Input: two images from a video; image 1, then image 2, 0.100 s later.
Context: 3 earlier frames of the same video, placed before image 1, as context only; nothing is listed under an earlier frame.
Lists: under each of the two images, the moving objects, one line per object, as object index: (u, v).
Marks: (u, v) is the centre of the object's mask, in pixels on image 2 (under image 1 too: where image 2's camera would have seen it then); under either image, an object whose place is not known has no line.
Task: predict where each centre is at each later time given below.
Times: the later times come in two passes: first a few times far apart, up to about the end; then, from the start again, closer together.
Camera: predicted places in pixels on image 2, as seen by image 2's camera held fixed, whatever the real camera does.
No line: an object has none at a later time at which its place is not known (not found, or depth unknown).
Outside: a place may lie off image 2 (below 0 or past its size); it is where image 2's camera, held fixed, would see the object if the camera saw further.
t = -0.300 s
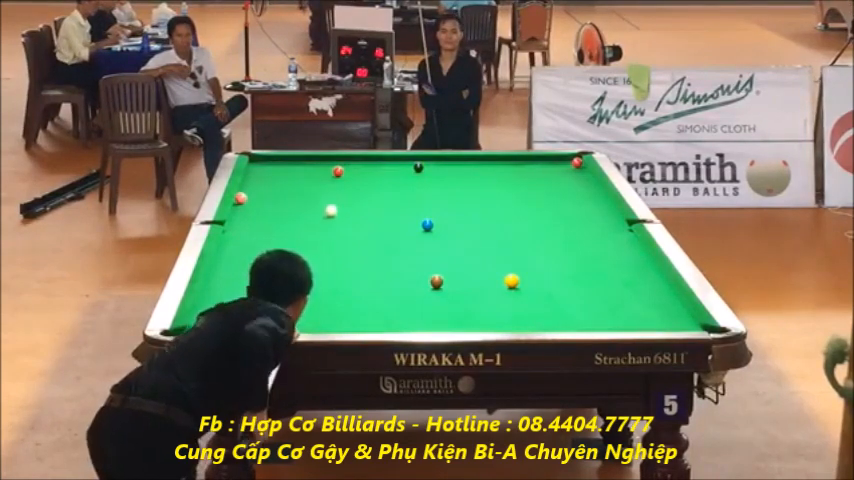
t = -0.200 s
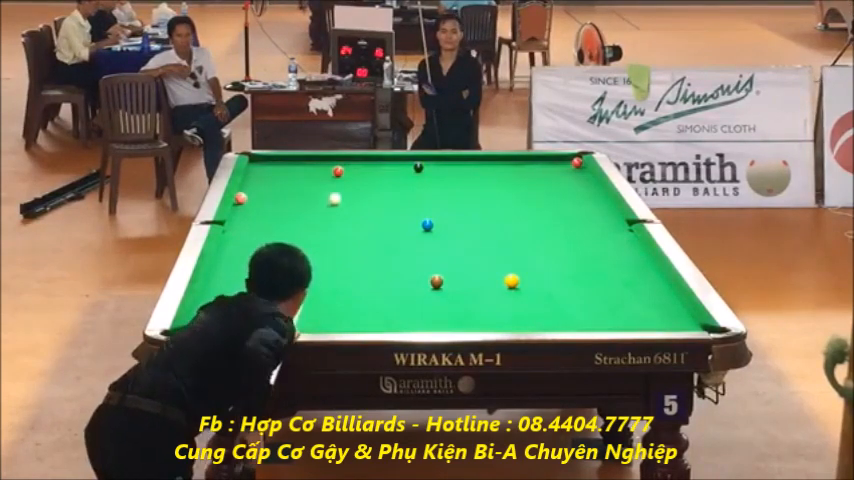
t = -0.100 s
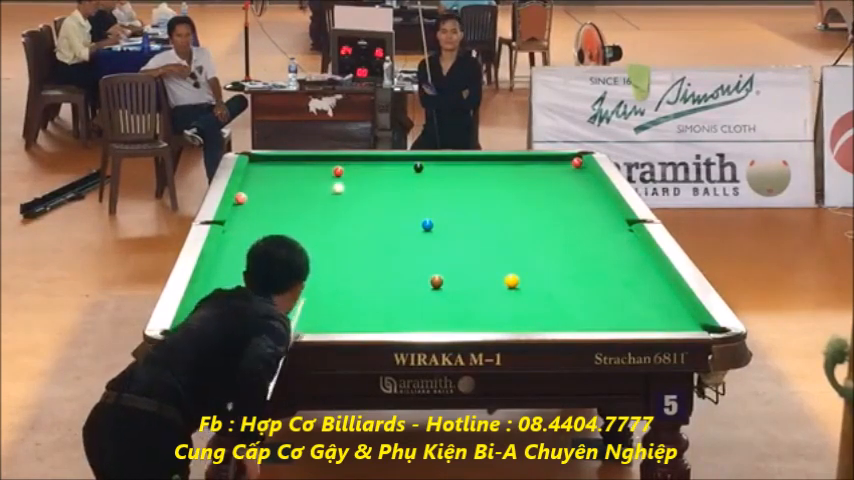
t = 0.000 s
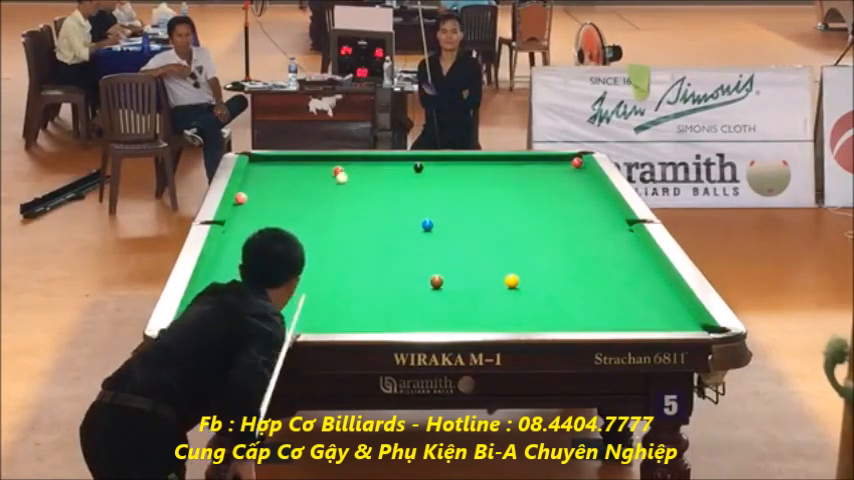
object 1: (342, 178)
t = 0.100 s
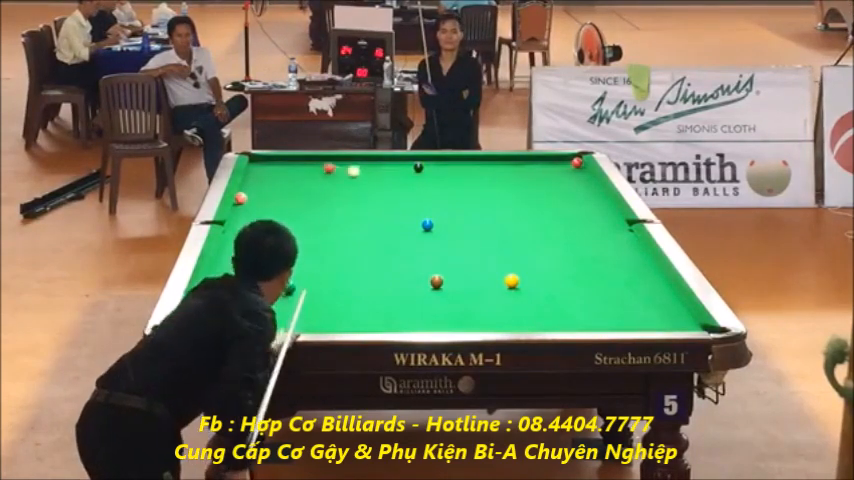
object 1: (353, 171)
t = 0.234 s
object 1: (379, 167)
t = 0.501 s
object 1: (421, 157)
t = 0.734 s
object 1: (452, 163)
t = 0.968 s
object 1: (481, 167)
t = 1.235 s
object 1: (516, 174)
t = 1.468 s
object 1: (546, 179)
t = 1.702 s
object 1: (577, 184)
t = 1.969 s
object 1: (590, 190)
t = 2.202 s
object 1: (575, 194)
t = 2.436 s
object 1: (561, 198)
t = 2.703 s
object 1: (546, 203)
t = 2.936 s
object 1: (532, 207)
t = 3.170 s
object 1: (519, 211)
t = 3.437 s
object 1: (505, 215)
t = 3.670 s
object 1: (493, 219)
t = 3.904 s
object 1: (482, 222)
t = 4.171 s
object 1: (469, 226)
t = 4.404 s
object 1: (459, 228)
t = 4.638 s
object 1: (450, 231)
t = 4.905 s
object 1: (440, 234)
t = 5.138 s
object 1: (432, 237)
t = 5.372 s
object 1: (423, 239)
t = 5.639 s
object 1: (415, 240)
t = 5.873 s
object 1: (409, 242)
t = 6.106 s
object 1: (404, 243)
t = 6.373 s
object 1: (400, 244)
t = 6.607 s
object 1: (396, 245)
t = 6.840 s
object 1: (393, 245)
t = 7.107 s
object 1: (392, 245)
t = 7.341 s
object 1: (392, 245)
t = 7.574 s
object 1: (392, 245)
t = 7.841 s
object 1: (392, 245)
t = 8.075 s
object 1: (391, 245)
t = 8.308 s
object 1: (391, 245)
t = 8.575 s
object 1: (391, 246)
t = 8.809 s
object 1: (392, 245)
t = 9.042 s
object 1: (392, 245)
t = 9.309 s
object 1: (392, 245)
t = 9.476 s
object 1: (392, 245)
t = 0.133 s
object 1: (360, 170)
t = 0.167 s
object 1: (367, 169)
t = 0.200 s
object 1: (373, 168)
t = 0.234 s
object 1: (379, 167)
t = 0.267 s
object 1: (385, 166)
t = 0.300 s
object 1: (390, 164)
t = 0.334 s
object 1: (396, 163)
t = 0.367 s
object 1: (401, 162)
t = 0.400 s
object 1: (407, 160)
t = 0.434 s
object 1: (412, 158)
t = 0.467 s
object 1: (417, 158)
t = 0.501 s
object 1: (421, 157)
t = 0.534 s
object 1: (426, 158)
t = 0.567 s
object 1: (430, 159)
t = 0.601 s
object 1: (435, 160)
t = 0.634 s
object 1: (439, 160)
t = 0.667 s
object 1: (443, 161)
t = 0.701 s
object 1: (447, 162)
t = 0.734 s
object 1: (452, 163)
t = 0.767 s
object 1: (456, 163)
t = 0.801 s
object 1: (460, 164)
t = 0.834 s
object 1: (464, 165)
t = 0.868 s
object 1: (469, 165)
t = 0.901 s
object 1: (473, 166)
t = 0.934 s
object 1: (477, 167)
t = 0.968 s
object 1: (481, 167)
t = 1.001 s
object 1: (486, 169)
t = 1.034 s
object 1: (490, 169)
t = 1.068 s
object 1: (494, 170)
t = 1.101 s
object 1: (499, 171)
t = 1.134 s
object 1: (503, 172)
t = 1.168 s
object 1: (507, 172)
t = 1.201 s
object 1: (512, 173)
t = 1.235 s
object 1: (516, 174)
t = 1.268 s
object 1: (520, 175)
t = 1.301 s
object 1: (525, 175)
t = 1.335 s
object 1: (529, 176)
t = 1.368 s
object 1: (533, 177)
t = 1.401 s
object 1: (537, 177)
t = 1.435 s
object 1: (542, 179)
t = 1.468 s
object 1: (546, 179)
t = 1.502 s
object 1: (551, 180)
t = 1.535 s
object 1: (555, 181)
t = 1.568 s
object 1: (559, 181)
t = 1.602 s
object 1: (563, 182)
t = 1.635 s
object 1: (568, 183)
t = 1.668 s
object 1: (572, 184)
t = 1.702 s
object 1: (577, 184)
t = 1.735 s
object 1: (581, 185)
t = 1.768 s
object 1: (585, 186)
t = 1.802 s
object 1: (590, 187)
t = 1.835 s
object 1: (594, 187)
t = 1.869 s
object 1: (597, 188)
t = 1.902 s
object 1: (594, 189)
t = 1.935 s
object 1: (592, 189)
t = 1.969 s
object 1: (590, 190)
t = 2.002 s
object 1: (588, 191)
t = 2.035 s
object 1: (585, 191)
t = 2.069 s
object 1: (584, 192)
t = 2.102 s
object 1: (581, 192)
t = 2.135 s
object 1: (579, 193)
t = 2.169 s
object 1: (577, 193)
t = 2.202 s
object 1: (575, 194)
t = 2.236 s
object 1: (573, 195)
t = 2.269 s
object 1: (571, 195)
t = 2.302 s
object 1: (569, 196)
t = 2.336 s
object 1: (567, 197)
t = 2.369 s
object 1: (565, 197)
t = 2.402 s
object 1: (563, 198)
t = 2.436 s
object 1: (561, 198)
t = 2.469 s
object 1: (559, 199)
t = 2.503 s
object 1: (557, 200)
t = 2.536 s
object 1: (555, 200)
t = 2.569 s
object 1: (553, 201)
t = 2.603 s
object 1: (551, 201)
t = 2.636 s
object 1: (549, 202)
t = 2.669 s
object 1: (547, 202)
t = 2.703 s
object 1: (546, 203)
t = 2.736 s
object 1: (543, 203)
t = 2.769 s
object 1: (542, 204)
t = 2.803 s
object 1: (540, 205)
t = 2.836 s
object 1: (538, 205)
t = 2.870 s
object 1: (536, 206)
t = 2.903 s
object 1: (534, 206)
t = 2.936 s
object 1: (532, 207)
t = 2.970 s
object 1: (530, 207)
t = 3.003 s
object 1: (528, 208)
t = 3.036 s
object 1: (527, 208)
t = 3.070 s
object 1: (525, 209)
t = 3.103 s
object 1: (523, 209)
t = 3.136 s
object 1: (521, 210)
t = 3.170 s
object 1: (519, 211)
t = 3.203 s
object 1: (517, 211)
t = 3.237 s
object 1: (515, 212)
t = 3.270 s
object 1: (514, 212)
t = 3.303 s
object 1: (512, 213)
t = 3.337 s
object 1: (510, 213)
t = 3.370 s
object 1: (509, 214)
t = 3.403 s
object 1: (507, 214)
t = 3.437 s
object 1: (505, 215)
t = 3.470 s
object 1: (503, 215)
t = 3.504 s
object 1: (502, 216)
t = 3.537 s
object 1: (500, 216)
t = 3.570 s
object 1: (498, 217)
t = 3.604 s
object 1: (497, 218)
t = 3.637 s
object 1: (495, 218)
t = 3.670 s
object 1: (493, 219)
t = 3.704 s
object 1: (492, 219)
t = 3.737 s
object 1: (490, 220)
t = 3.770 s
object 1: (488, 220)
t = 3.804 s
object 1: (487, 221)
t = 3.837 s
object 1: (485, 221)
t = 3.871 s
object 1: (484, 222)
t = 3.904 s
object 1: (482, 222)
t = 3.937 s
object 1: (480, 223)
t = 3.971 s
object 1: (479, 223)
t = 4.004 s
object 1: (477, 223)
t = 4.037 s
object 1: (476, 224)
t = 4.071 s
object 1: (474, 224)
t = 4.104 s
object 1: (472, 225)
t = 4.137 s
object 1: (471, 225)
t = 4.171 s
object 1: (469, 226)
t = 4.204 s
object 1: (468, 226)
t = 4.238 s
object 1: (466, 226)
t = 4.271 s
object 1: (465, 227)
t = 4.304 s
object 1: (464, 227)
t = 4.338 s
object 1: (462, 228)
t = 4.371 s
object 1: (461, 228)
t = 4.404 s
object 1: (459, 228)
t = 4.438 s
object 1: (458, 229)
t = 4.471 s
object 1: (457, 229)
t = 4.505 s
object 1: (455, 229)
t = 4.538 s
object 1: (454, 230)
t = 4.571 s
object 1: (453, 230)
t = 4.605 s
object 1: (451, 231)
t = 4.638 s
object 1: (450, 231)
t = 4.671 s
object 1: (448, 231)
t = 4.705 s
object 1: (447, 232)
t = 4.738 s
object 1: (446, 232)
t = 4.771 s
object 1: (445, 233)
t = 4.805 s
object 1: (443, 233)
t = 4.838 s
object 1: (442, 234)
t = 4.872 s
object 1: (441, 234)
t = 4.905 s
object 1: (440, 234)
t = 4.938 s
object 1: (438, 235)
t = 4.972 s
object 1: (438, 235)
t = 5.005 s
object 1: (436, 235)
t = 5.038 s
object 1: (435, 236)
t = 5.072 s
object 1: (434, 236)
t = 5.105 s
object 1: (433, 236)
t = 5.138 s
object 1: (432, 237)
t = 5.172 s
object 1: (430, 237)
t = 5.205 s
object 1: (429, 237)
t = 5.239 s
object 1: (428, 238)
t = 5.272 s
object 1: (426, 238)
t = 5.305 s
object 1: (425, 238)
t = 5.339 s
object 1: (424, 238)
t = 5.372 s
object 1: (423, 239)
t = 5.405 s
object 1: (422, 239)
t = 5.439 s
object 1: (421, 239)
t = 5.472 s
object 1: (420, 239)
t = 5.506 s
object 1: (419, 239)
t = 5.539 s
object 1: (418, 239)
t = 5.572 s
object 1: (417, 240)
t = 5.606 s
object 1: (416, 240)
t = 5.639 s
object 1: (415, 240)
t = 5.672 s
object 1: (414, 240)
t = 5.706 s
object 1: (413, 240)
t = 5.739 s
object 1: (413, 241)
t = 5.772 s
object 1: (412, 241)
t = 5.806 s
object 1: (411, 241)
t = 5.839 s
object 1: (410, 242)
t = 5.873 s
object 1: (409, 242)
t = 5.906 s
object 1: (409, 242)
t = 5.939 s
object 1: (408, 242)
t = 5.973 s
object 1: (407, 242)
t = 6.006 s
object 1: (406, 242)
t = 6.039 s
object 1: (405, 242)
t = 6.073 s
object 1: (405, 243)
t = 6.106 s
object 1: (404, 243)
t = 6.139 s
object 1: (403, 243)
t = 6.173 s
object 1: (403, 243)
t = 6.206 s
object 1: (402, 243)
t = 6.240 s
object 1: (402, 243)
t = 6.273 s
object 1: (401, 243)
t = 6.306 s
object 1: (401, 244)
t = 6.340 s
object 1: (400, 244)
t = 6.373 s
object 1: (400, 244)
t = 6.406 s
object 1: (399, 244)
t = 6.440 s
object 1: (399, 244)
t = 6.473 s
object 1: (398, 244)
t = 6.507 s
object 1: (398, 244)
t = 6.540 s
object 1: (397, 245)
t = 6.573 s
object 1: (396, 244)
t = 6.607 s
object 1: (396, 245)
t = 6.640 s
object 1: (396, 244)
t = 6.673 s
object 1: (395, 245)
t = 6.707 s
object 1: (395, 245)
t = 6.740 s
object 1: (394, 245)
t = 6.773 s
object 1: (394, 245)
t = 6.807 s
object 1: (394, 245)
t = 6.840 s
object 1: (393, 245)
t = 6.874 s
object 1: (393, 245)
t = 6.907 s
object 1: (393, 245)
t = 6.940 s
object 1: (392, 245)
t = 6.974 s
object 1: (392, 245)
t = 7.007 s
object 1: (392, 245)
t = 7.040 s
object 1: (392, 245)
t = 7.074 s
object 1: (392, 245)
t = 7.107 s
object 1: (392, 245)
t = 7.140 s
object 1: (392, 245)
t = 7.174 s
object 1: (392, 245)
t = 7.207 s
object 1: (392, 245)
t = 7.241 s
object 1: (392, 245)
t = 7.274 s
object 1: (392, 245)
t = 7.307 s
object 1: (392, 245)
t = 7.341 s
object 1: (392, 245)
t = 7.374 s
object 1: (392, 245)
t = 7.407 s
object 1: (392, 245)
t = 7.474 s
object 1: (392, 245)
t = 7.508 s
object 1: (392, 245)
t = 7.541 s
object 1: (392, 245)
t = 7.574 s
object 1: (392, 245)
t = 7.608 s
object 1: (392, 245)
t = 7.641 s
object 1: (392, 245)
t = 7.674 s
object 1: (392, 245)
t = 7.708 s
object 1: (392, 245)
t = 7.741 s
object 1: (392, 245)
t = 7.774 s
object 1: (392, 245)
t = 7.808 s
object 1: (392, 245)
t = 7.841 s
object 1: (392, 245)
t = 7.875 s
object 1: (391, 245)
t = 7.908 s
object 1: (392, 245)
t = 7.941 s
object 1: (391, 245)
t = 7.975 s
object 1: (391, 245)
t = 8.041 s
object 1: (392, 245)
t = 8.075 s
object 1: (391, 245)
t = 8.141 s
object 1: (391, 245)
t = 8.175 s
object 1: (392, 246)
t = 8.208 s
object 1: (392, 245)
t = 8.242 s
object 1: (391, 246)
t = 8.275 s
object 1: (392, 245)
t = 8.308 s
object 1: (391, 245)
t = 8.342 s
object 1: (391, 245)
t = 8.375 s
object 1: (391, 245)
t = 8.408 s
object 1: (391, 246)
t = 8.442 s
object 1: (391, 245)
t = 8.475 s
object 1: (391, 245)
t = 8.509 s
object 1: (391, 246)
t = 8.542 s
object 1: (391, 245)
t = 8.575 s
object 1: (391, 246)
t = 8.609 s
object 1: (391, 246)
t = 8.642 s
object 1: (392, 246)
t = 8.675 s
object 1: (391, 246)
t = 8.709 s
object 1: (391, 246)
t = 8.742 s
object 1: (391, 246)
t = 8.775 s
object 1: (392, 245)
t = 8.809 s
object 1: (392, 245)
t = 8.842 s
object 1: (392, 245)
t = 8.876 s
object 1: (392, 245)
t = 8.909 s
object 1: (392, 245)
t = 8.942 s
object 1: (392, 245)
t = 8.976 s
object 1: (392, 246)
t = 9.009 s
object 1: (392, 246)
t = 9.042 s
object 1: (392, 245)
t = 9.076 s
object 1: (392, 246)
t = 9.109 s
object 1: (392, 246)
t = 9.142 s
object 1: (392, 245)
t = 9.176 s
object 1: (392, 245)
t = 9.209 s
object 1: (392, 245)
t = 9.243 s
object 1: (392, 245)
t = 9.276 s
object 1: (392, 245)
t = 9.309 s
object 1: (392, 245)
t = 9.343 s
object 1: (392, 245)
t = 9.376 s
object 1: (392, 245)
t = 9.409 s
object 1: (392, 245)
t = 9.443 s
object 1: (392, 245)
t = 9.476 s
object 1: (392, 245)
